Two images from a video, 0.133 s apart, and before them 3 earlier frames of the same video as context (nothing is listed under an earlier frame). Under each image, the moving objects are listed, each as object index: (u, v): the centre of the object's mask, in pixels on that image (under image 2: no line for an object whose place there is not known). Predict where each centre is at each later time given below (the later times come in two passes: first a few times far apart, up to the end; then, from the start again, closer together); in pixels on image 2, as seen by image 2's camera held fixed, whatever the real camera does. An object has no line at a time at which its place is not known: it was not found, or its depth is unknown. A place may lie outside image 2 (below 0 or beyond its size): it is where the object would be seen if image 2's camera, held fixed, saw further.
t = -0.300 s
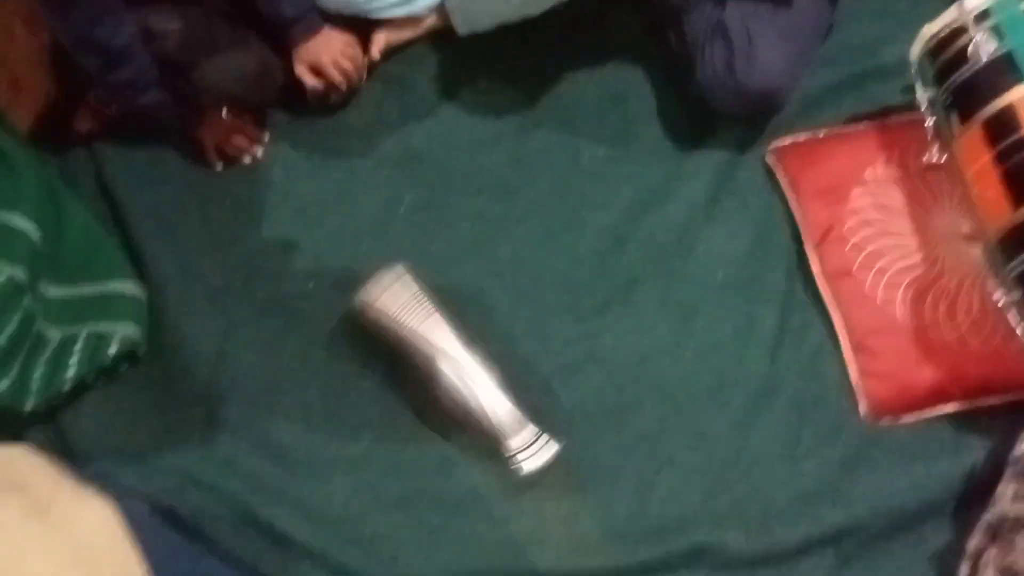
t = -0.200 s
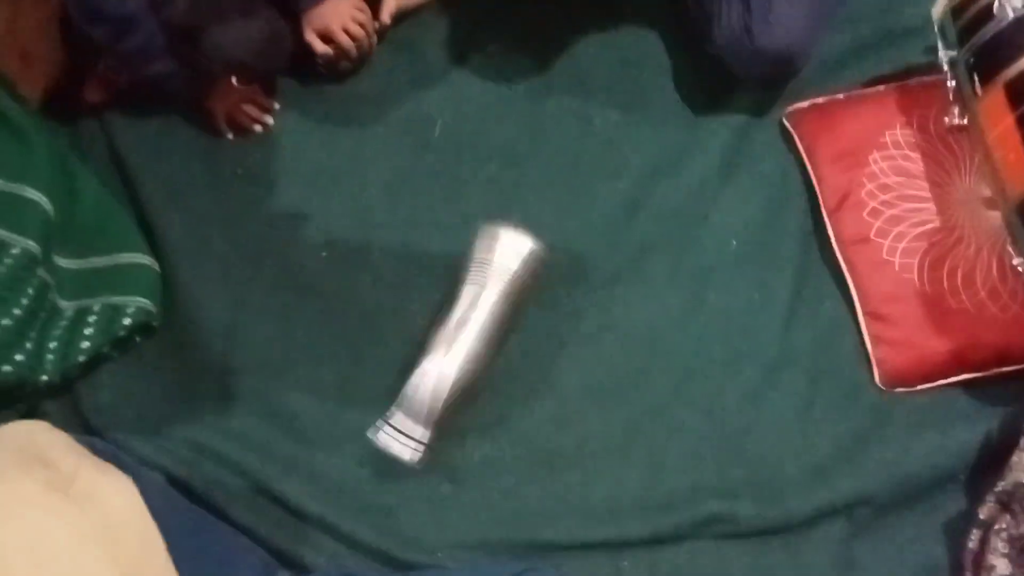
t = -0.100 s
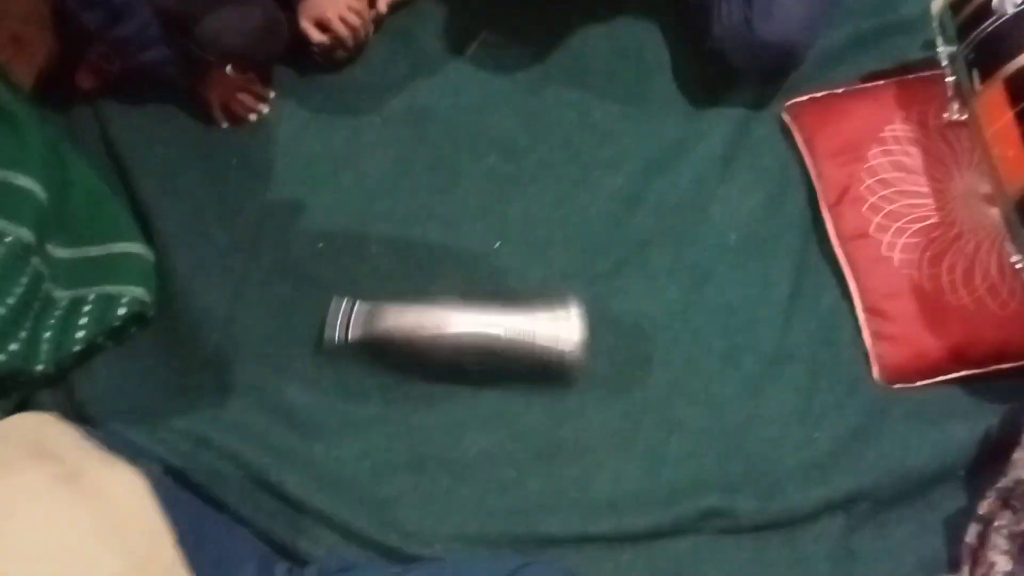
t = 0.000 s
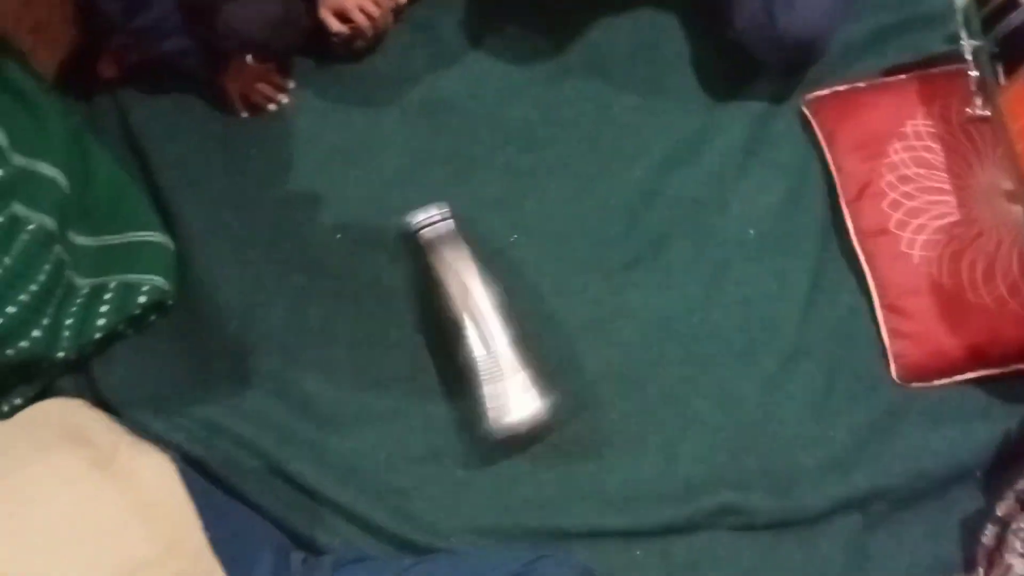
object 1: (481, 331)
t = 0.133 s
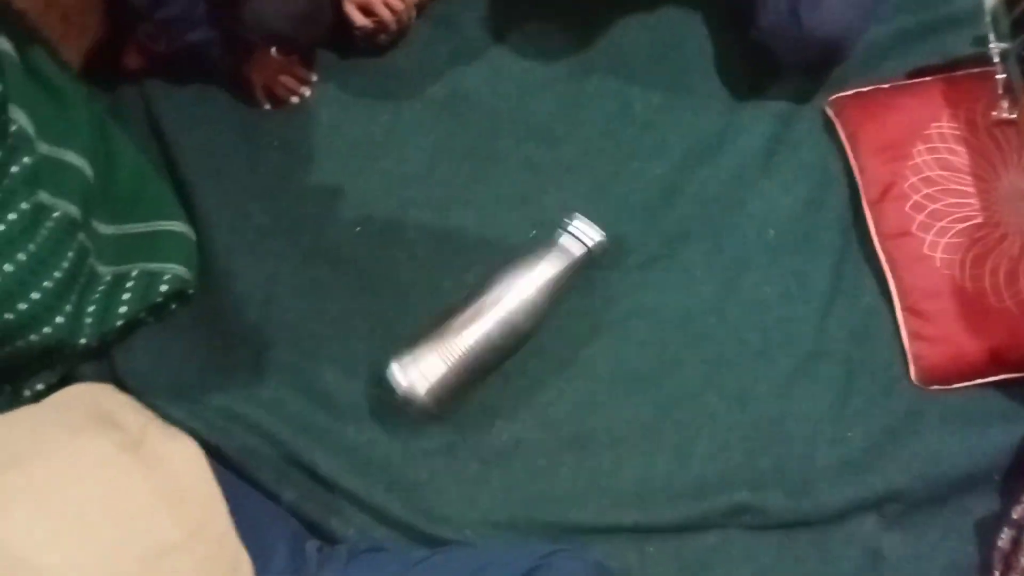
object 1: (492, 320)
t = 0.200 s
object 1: (492, 318)
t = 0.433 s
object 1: (492, 320)
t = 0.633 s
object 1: (493, 318)
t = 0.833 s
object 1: (492, 316)
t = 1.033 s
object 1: (496, 314)
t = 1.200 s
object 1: (498, 313)
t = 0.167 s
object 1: (491, 320)
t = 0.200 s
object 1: (492, 318)
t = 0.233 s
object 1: (494, 318)
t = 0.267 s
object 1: (492, 319)
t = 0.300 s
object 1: (493, 317)
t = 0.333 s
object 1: (494, 319)
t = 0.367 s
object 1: (494, 320)
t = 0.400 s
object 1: (494, 321)
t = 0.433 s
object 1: (492, 320)
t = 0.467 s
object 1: (492, 319)
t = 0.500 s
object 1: (491, 318)
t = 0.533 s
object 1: (492, 317)
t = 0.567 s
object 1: (493, 317)
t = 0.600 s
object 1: (492, 318)
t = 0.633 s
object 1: (493, 318)
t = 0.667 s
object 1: (493, 319)
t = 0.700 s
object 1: (494, 317)
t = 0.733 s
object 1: (493, 317)
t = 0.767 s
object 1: (493, 317)
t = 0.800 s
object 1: (494, 317)
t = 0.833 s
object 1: (492, 316)
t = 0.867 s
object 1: (494, 315)
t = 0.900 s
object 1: (496, 315)
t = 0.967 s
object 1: (495, 315)
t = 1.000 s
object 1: (494, 315)
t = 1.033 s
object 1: (496, 314)
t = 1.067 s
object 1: (495, 313)
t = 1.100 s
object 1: (498, 314)
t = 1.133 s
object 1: (498, 313)
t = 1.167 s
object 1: (498, 313)
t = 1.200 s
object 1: (498, 313)
